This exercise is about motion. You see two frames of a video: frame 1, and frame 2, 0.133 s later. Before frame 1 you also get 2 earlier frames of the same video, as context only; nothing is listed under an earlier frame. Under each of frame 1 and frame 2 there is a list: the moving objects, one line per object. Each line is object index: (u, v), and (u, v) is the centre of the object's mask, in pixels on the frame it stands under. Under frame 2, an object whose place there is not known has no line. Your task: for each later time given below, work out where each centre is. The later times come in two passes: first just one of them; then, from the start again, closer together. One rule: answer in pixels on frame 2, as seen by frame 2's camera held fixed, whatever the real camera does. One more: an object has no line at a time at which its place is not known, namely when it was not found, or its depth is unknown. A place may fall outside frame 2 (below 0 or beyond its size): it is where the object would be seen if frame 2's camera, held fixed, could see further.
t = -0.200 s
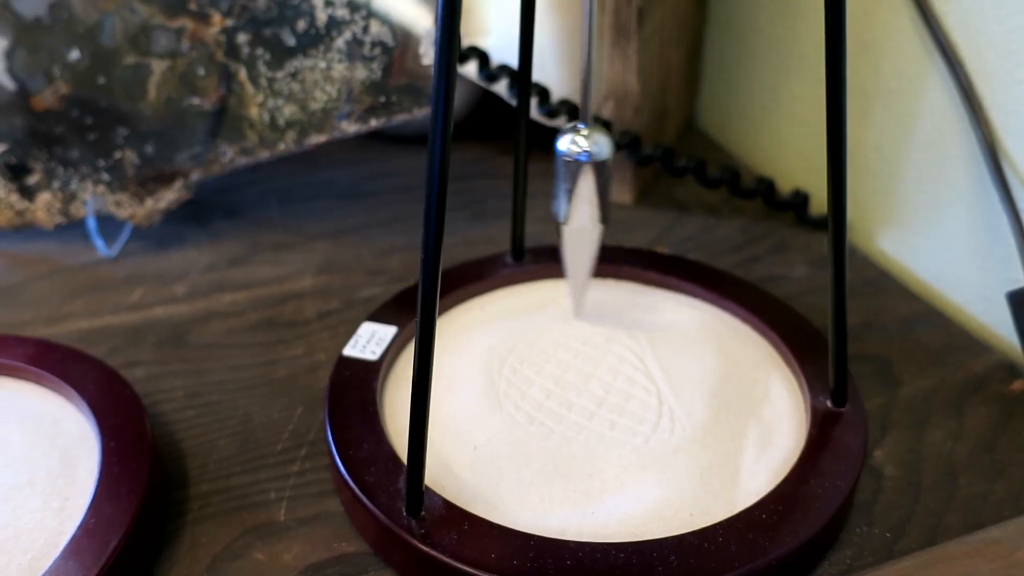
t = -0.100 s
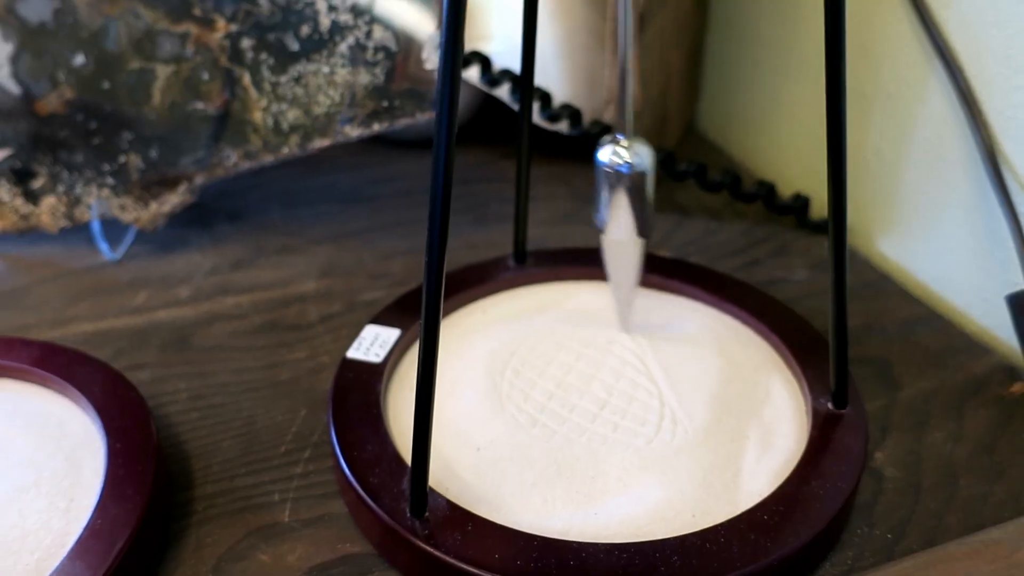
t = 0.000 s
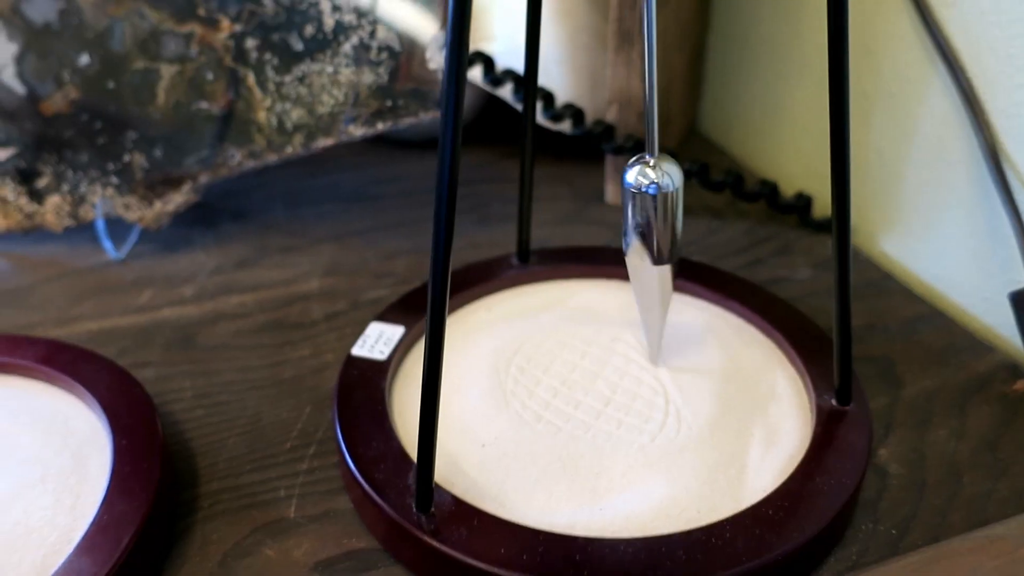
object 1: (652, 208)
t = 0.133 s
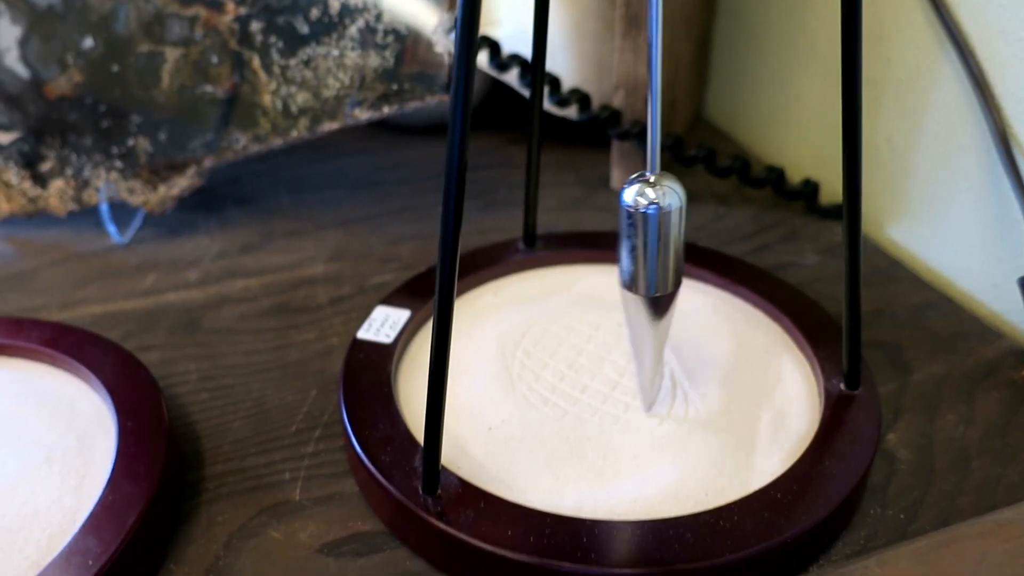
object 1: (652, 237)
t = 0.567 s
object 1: (554, 206)
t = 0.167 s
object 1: (641, 243)
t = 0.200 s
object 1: (628, 245)
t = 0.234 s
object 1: (614, 246)
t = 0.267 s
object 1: (599, 234)
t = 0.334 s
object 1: (569, 237)
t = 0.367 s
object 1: (556, 251)
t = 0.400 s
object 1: (547, 248)
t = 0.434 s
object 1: (542, 242)
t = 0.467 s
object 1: (540, 233)
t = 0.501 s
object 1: (541, 224)
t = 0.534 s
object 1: (546, 215)
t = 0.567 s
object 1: (554, 206)
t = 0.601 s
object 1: (564, 199)
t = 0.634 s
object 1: (575, 192)
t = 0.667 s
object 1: (587, 187)
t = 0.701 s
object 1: (599, 184)
